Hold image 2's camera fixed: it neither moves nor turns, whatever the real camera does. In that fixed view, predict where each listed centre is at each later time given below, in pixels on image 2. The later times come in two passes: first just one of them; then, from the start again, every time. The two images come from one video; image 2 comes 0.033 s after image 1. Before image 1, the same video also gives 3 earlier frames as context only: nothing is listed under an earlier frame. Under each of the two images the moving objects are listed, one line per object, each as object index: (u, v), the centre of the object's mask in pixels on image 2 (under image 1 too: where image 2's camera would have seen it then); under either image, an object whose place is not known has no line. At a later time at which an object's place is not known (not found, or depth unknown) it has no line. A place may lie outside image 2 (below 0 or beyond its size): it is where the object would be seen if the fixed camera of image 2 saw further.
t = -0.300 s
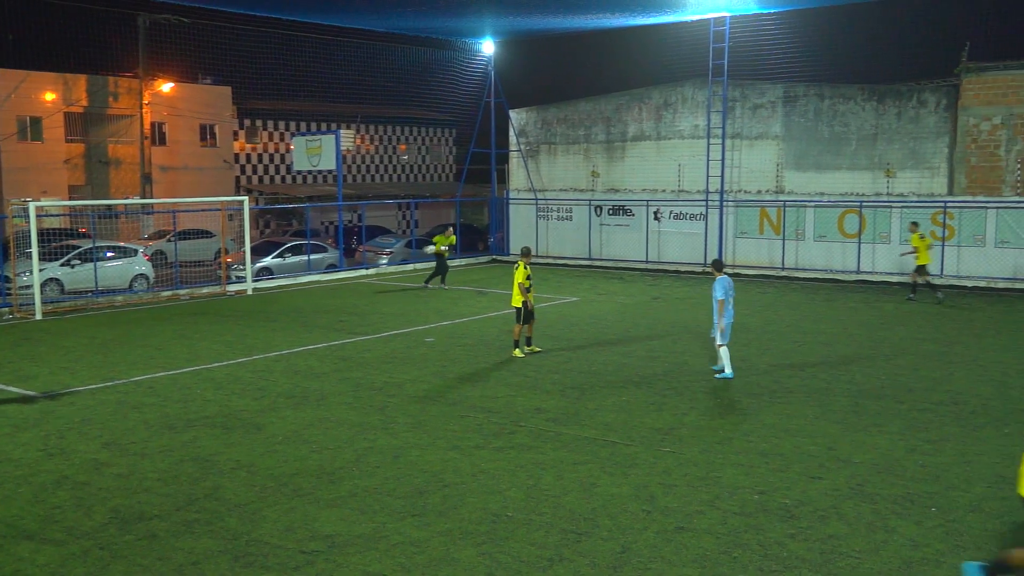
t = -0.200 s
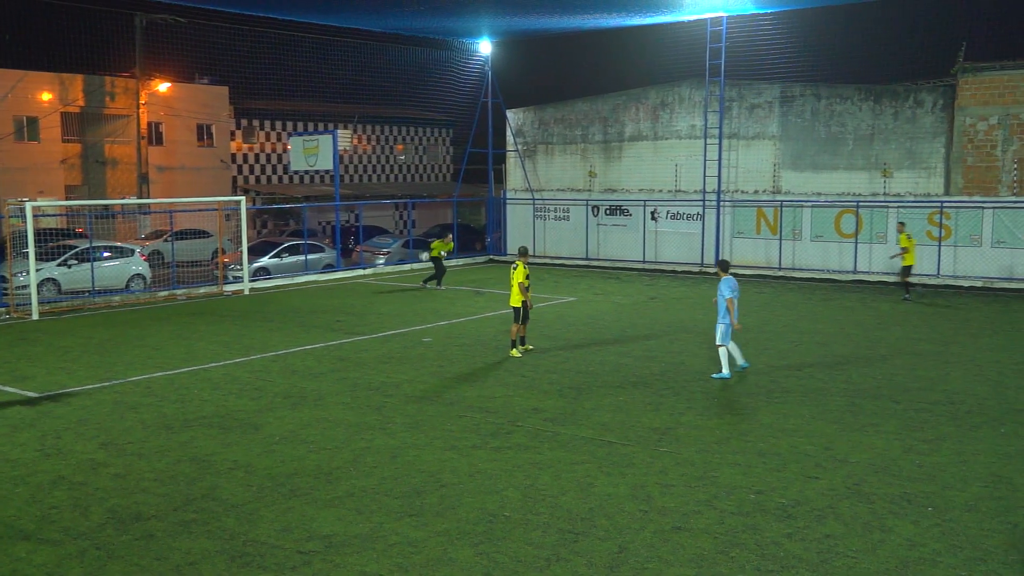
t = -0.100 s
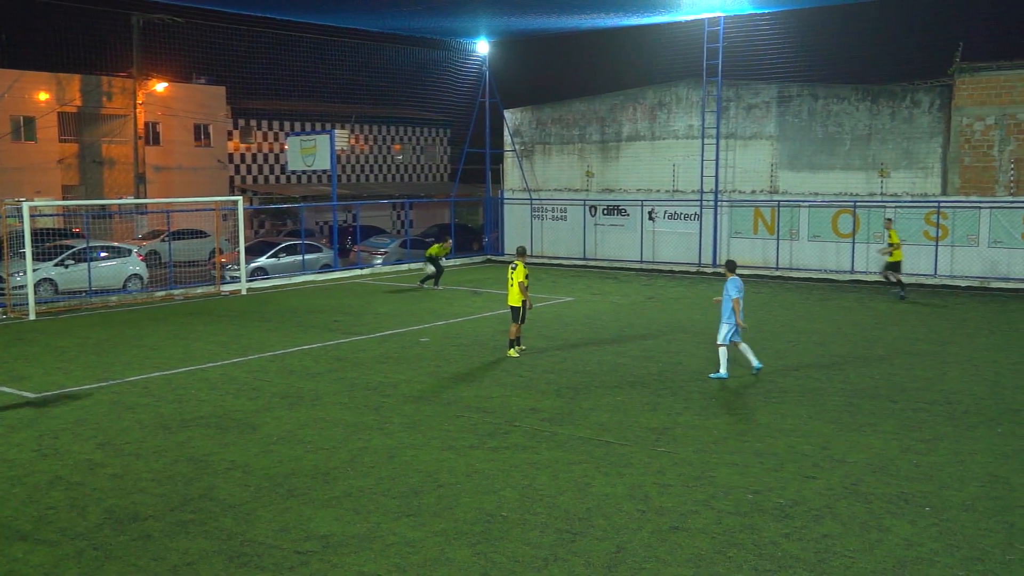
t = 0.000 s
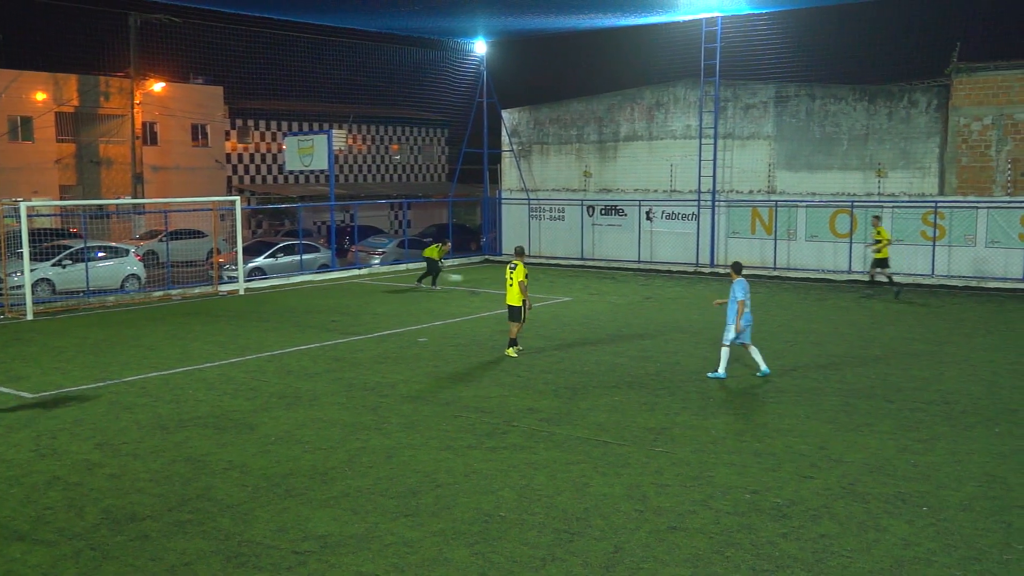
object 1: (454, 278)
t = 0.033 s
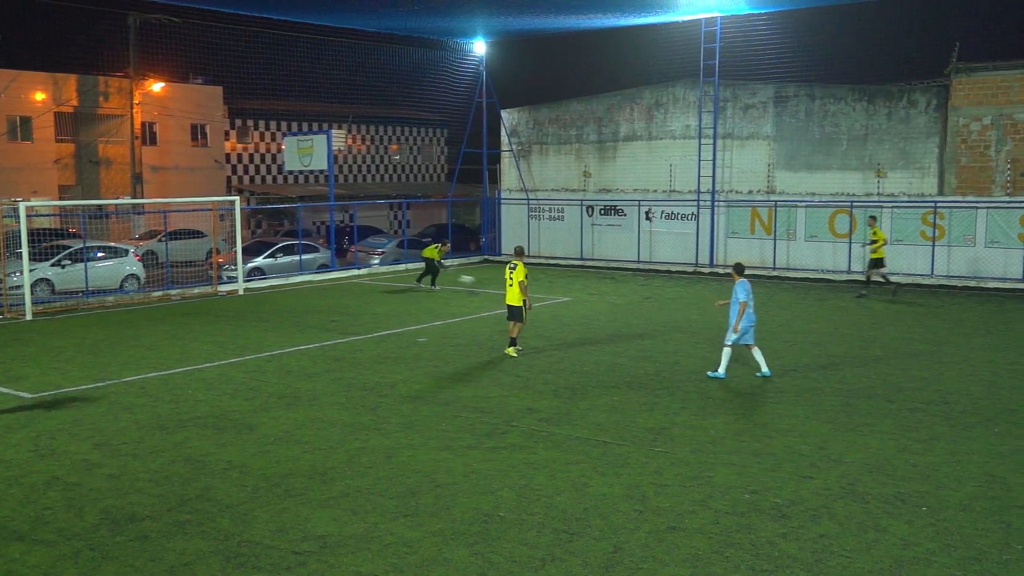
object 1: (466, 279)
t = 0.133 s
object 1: (500, 285)
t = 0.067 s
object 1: (478, 280)
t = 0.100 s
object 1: (490, 283)
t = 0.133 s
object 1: (500, 285)
